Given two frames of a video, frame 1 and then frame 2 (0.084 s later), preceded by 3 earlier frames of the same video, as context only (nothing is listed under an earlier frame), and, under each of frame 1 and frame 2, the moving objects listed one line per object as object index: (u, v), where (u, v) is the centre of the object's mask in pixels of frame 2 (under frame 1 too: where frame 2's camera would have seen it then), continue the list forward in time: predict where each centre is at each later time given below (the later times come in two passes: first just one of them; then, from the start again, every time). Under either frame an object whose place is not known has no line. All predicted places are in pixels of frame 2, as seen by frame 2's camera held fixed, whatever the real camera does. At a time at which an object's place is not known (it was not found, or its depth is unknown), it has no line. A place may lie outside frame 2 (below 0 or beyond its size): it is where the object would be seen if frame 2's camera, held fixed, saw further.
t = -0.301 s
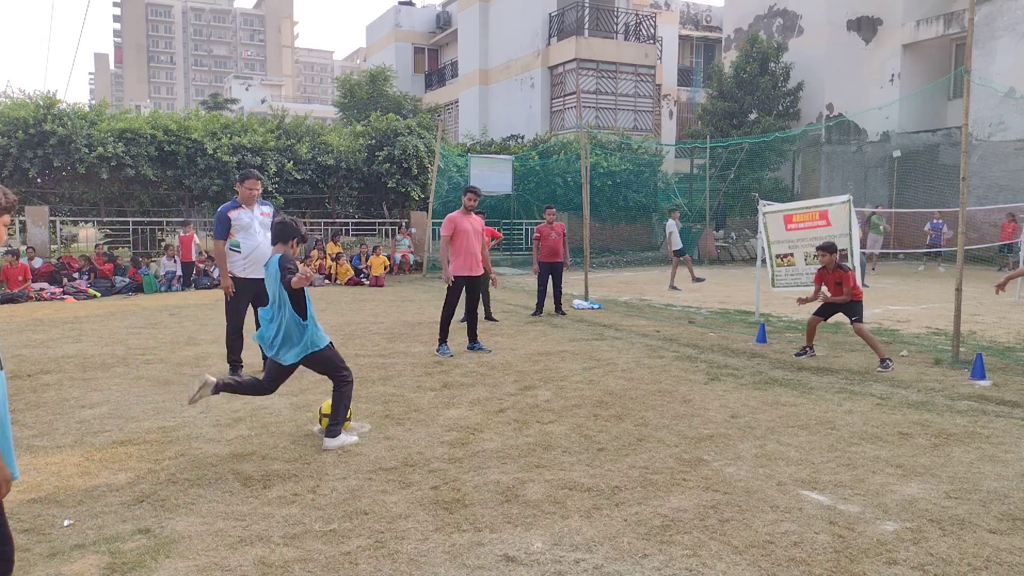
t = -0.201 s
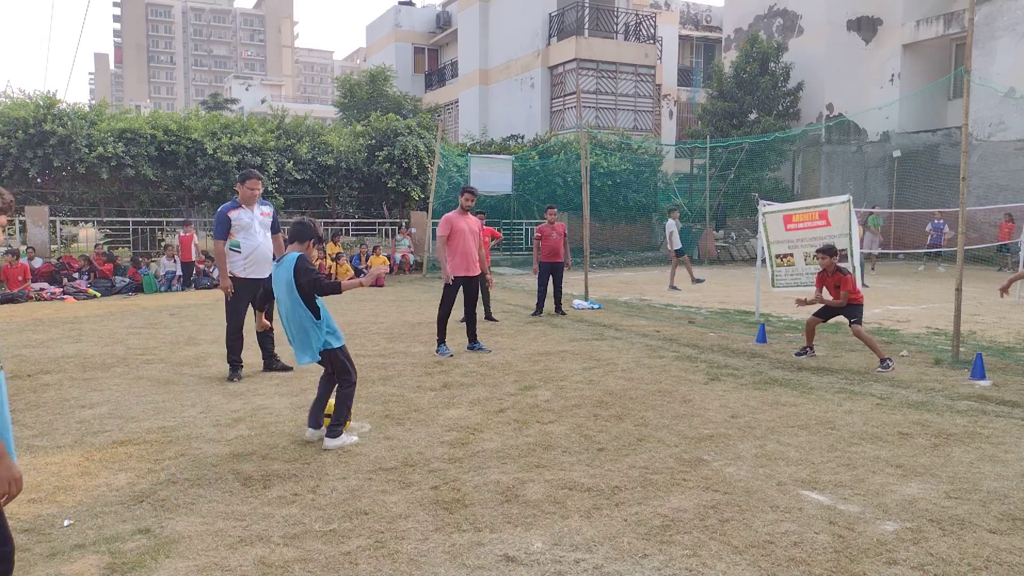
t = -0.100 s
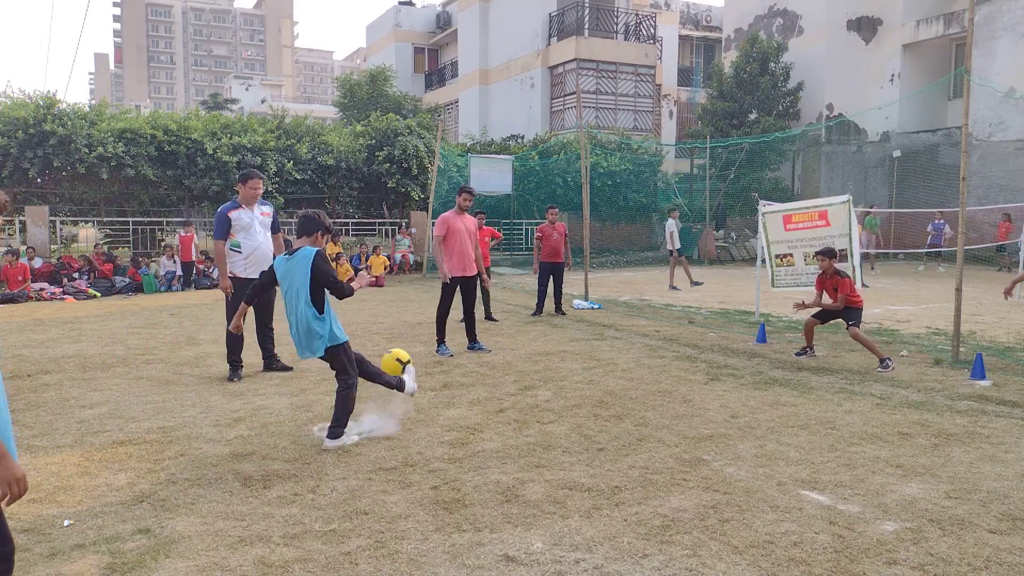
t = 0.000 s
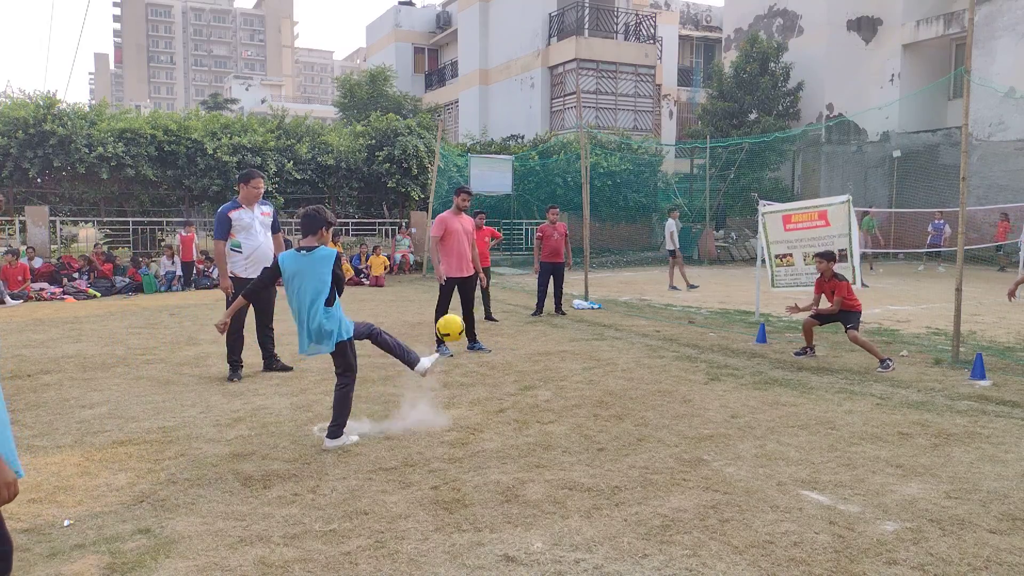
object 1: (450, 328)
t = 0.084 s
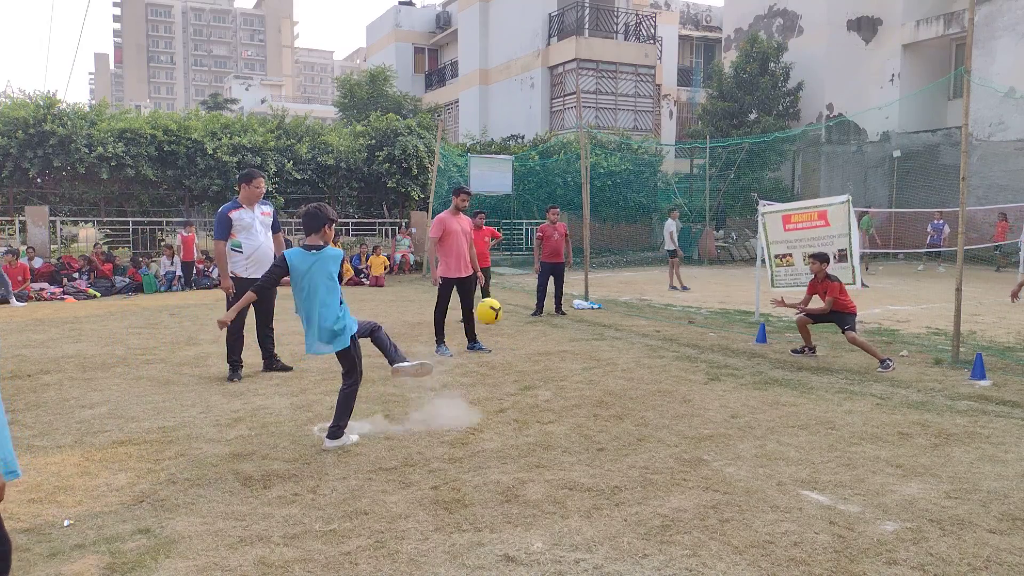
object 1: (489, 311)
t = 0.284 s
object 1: (563, 306)
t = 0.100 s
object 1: (496, 309)
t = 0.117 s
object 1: (503, 307)
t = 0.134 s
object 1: (510, 306)
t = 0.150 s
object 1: (516, 304)
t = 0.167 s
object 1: (523, 303)
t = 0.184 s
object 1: (529, 303)
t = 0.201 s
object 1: (535, 303)
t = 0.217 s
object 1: (541, 303)
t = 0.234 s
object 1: (547, 303)
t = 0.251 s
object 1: (552, 304)
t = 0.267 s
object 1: (557, 305)
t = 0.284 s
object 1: (563, 306)
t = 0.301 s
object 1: (569, 307)
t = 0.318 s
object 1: (574, 309)
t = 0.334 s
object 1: (579, 311)
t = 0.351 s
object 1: (584, 312)
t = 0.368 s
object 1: (589, 315)
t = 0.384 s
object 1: (594, 317)
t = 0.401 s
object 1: (598, 320)
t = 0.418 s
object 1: (603, 323)
